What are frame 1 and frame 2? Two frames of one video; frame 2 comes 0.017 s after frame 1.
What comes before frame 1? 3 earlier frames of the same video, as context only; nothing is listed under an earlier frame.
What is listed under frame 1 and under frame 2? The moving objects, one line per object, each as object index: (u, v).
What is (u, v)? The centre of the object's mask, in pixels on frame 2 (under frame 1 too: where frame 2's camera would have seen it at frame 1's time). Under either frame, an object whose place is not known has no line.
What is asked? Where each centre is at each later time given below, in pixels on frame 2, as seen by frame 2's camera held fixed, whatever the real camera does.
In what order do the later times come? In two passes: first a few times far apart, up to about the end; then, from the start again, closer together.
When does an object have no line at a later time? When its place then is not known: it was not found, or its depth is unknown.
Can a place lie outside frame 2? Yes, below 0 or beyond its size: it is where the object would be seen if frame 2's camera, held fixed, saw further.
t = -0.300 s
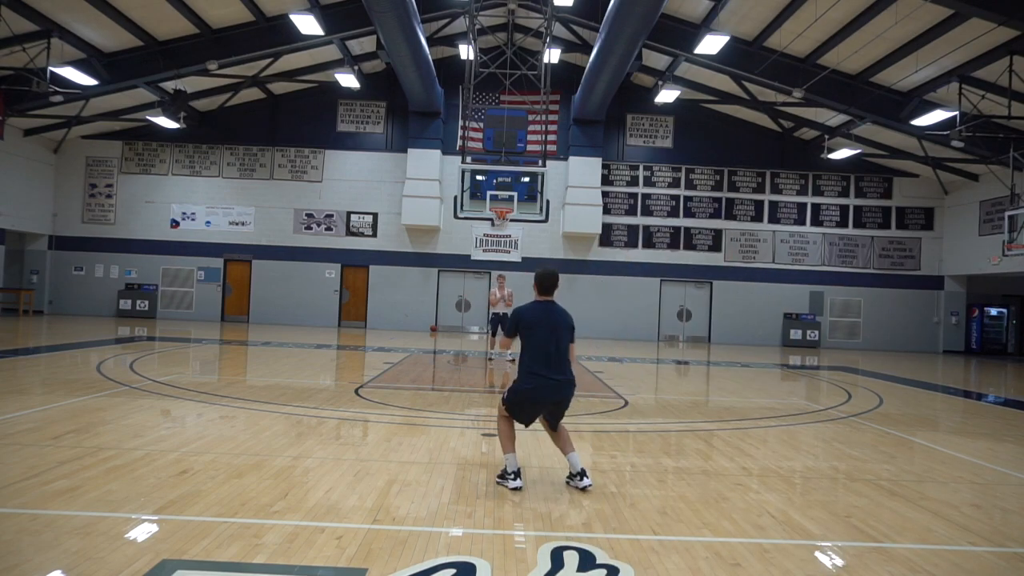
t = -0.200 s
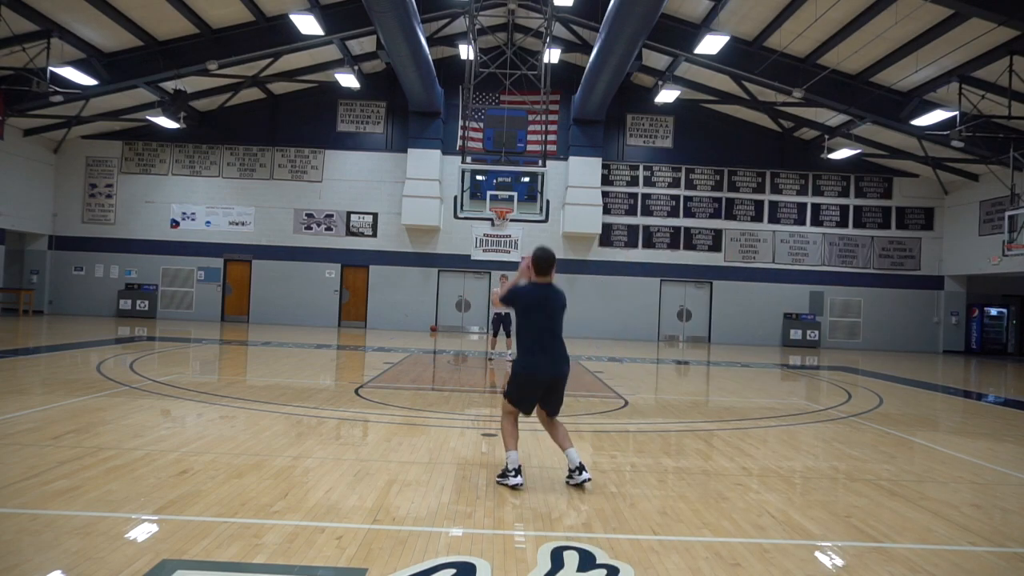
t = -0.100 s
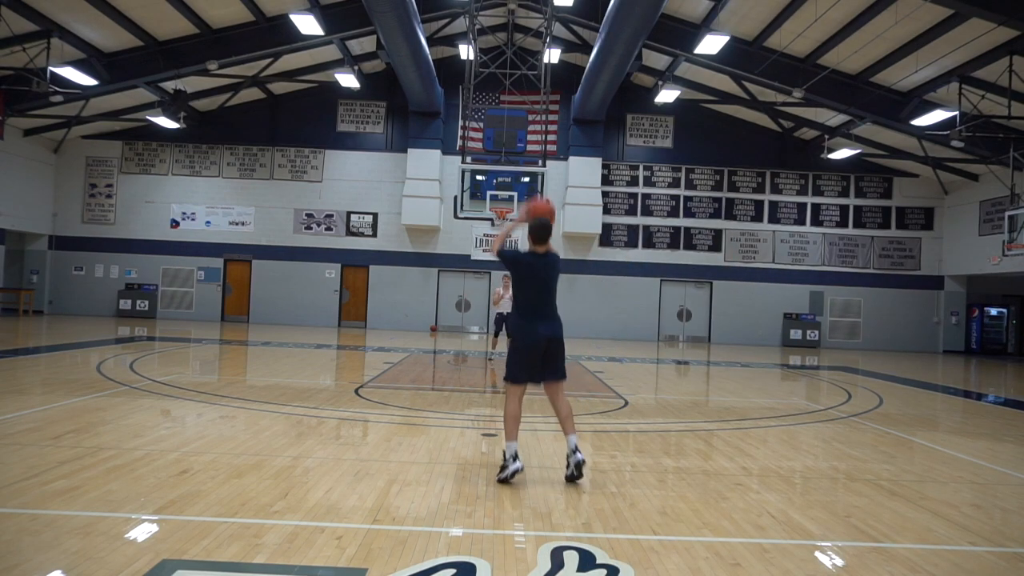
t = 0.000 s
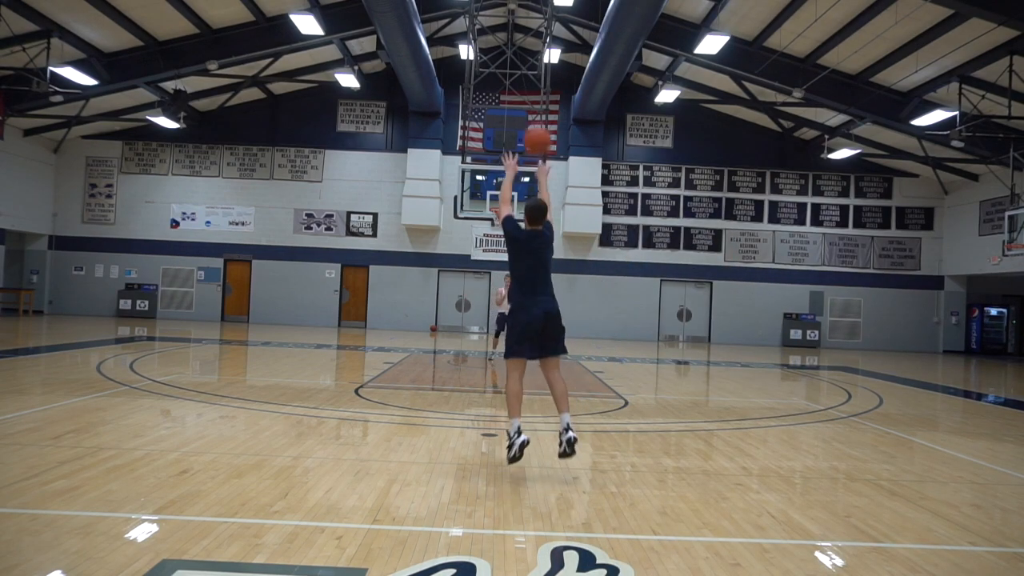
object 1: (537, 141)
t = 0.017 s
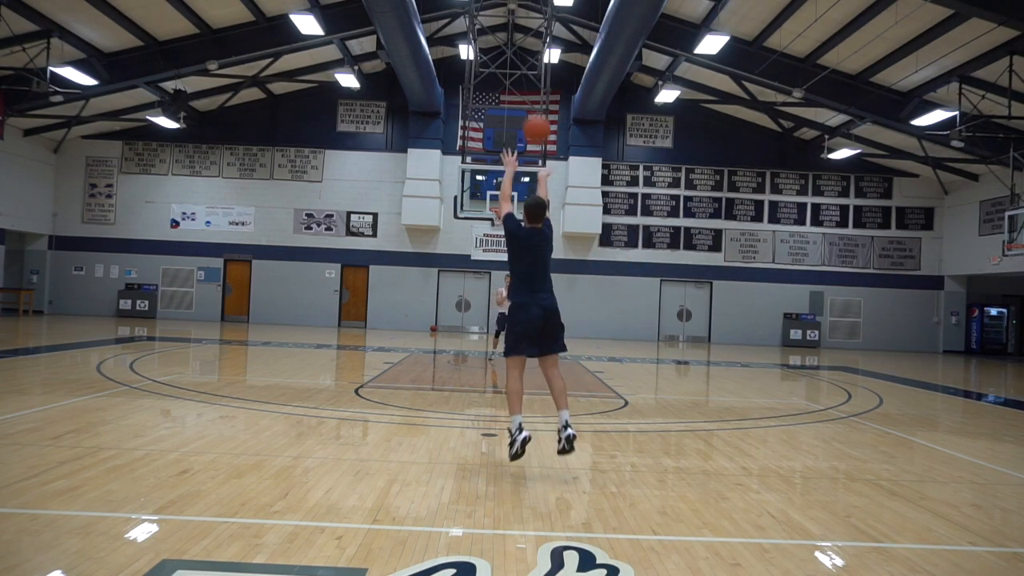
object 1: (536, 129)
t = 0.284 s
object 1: (529, 30)
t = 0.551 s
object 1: (521, 16)
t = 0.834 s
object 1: (513, 54)
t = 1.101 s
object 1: (506, 118)
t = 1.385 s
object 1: (502, 213)
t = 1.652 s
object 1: (501, 221)
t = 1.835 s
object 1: (498, 221)
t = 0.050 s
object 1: (535, 110)
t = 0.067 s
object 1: (535, 100)
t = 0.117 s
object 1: (533, 79)
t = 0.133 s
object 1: (533, 71)
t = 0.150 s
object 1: (532, 65)
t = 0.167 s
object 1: (531, 59)
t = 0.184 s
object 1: (532, 53)
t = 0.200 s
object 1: (531, 49)
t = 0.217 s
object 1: (531, 44)
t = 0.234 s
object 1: (530, 40)
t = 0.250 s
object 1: (530, 37)
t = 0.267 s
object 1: (529, 34)
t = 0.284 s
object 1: (529, 30)
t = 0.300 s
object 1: (528, 27)
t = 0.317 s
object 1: (527, 24)
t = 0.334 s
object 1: (527, 23)
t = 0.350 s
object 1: (526, 21)
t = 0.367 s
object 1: (526, 19)
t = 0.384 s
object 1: (526, 18)
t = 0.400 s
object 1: (526, 16)
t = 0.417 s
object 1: (525, 15)
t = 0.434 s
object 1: (524, 15)
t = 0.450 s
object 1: (524, 15)
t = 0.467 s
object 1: (523, 15)
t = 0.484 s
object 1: (523, 15)
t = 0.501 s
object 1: (523, 14)
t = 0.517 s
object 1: (522, 15)
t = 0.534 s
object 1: (522, 16)
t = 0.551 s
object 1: (521, 16)
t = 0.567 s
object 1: (520, 18)
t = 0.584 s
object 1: (520, 19)
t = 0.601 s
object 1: (519, 20)
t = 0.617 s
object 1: (519, 22)
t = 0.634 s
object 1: (518, 23)
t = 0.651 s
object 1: (518, 25)
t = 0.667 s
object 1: (517, 27)
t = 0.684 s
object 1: (517, 29)
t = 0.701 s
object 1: (516, 31)
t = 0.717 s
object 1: (516, 34)
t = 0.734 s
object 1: (516, 36)
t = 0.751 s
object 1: (515, 38)
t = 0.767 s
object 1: (515, 41)
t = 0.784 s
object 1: (514, 44)
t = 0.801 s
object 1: (514, 47)
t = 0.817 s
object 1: (513, 50)
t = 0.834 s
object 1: (513, 54)
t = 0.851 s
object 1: (512, 57)
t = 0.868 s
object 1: (512, 60)
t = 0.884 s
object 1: (511, 63)
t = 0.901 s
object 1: (511, 67)
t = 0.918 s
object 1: (510, 71)
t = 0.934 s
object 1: (510, 75)
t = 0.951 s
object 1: (509, 79)
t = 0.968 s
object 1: (509, 83)
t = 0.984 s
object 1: (508, 87)
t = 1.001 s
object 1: (508, 91)
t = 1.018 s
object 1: (507, 96)
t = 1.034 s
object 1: (507, 99)
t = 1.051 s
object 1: (507, 105)
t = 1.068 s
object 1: (506, 108)
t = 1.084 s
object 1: (506, 114)
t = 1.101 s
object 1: (506, 118)
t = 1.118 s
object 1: (505, 123)
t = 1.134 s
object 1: (505, 128)
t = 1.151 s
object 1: (504, 133)
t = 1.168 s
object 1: (504, 138)
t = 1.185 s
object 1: (503, 142)
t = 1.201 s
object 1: (503, 147)
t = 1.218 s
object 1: (503, 153)
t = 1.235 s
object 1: (503, 158)
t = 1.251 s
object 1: (502, 163)
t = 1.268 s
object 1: (502, 168)
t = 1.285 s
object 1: (501, 175)
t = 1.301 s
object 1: (500, 180)
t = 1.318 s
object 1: (500, 185)
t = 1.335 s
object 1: (500, 190)
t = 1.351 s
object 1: (499, 197)
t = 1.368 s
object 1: (499, 202)
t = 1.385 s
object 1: (502, 213)
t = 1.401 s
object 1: (504, 215)
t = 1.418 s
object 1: (505, 215)
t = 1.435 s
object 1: (506, 216)
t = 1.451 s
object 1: (507, 217)
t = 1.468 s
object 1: (508, 217)
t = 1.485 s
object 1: (508, 215)
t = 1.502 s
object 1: (508, 215)
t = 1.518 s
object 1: (508, 215)
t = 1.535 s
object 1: (508, 216)
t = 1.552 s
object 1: (509, 217)
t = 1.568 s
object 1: (508, 217)
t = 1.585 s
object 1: (504, 220)
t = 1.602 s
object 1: (501, 221)
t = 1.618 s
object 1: (501, 220)
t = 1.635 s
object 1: (501, 221)
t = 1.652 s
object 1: (501, 221)
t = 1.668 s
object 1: (500, 221)
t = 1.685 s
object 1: (500, 221)
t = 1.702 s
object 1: (500, 220)
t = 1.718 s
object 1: (499, 221)
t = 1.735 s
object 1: (499, 221)
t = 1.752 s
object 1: (498, 221)
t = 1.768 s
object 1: (498, 221)
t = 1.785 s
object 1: (498, 221)
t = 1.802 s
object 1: (498, 220)
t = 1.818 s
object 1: (498, 221)
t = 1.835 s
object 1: (498, 221)
